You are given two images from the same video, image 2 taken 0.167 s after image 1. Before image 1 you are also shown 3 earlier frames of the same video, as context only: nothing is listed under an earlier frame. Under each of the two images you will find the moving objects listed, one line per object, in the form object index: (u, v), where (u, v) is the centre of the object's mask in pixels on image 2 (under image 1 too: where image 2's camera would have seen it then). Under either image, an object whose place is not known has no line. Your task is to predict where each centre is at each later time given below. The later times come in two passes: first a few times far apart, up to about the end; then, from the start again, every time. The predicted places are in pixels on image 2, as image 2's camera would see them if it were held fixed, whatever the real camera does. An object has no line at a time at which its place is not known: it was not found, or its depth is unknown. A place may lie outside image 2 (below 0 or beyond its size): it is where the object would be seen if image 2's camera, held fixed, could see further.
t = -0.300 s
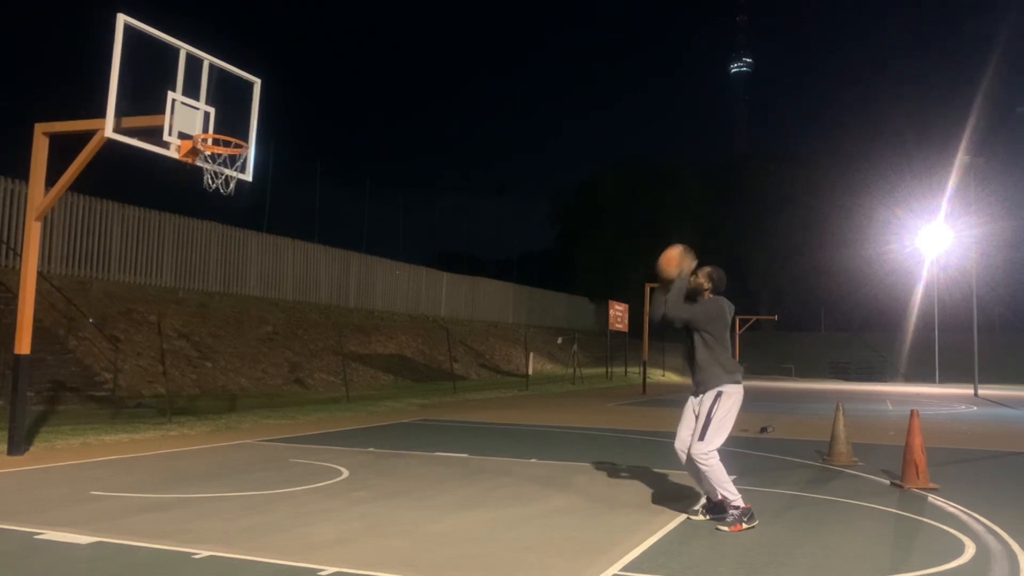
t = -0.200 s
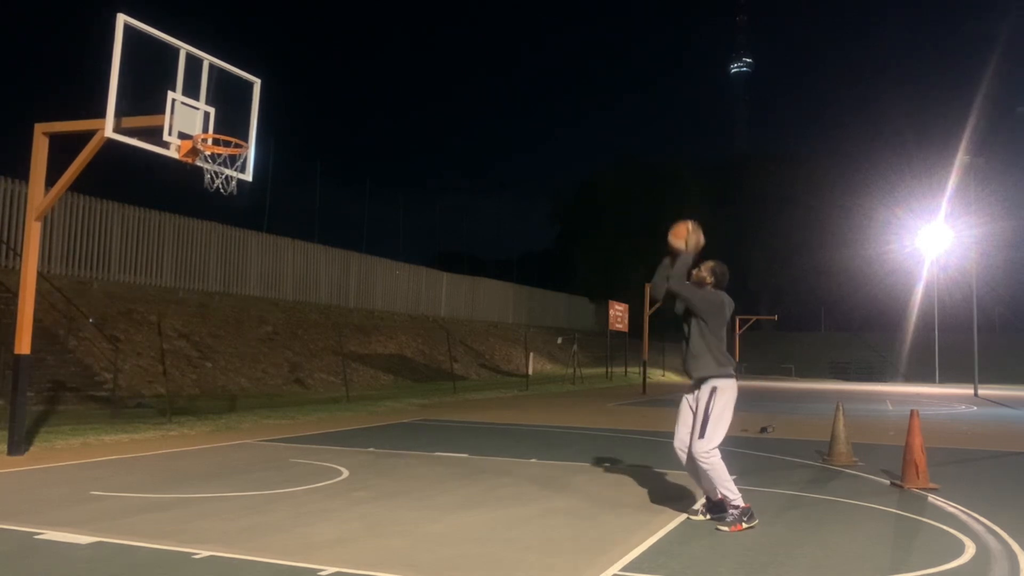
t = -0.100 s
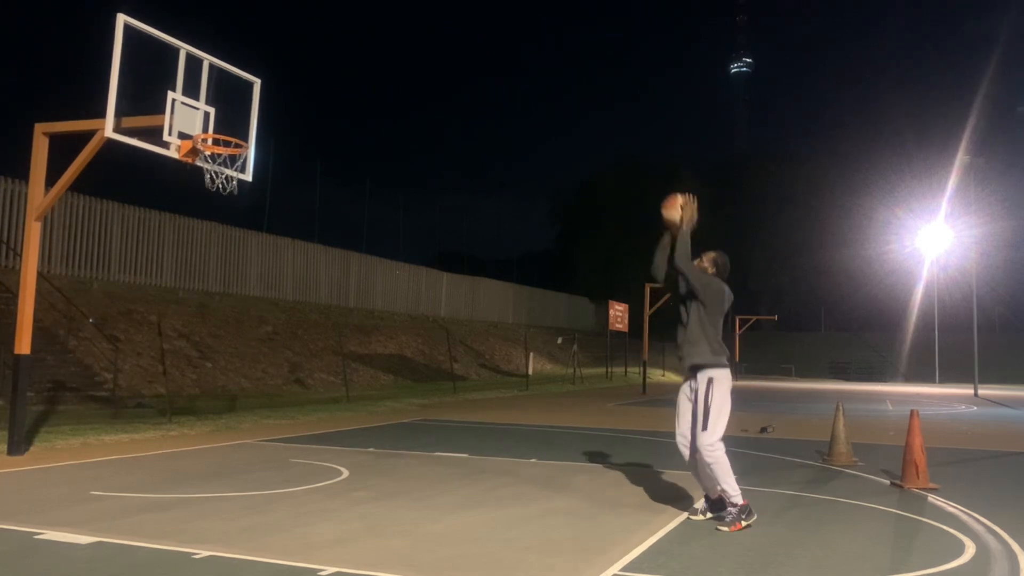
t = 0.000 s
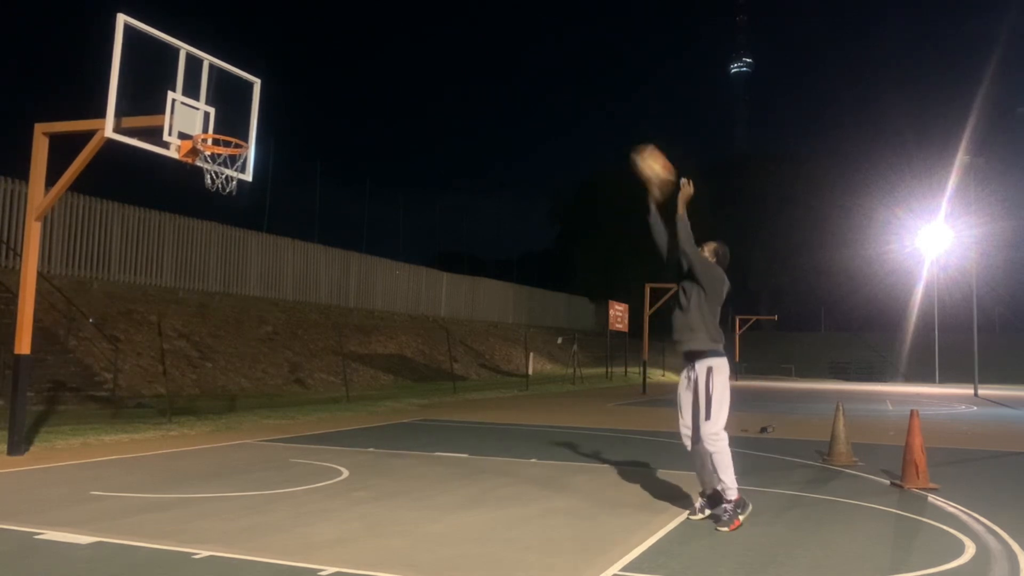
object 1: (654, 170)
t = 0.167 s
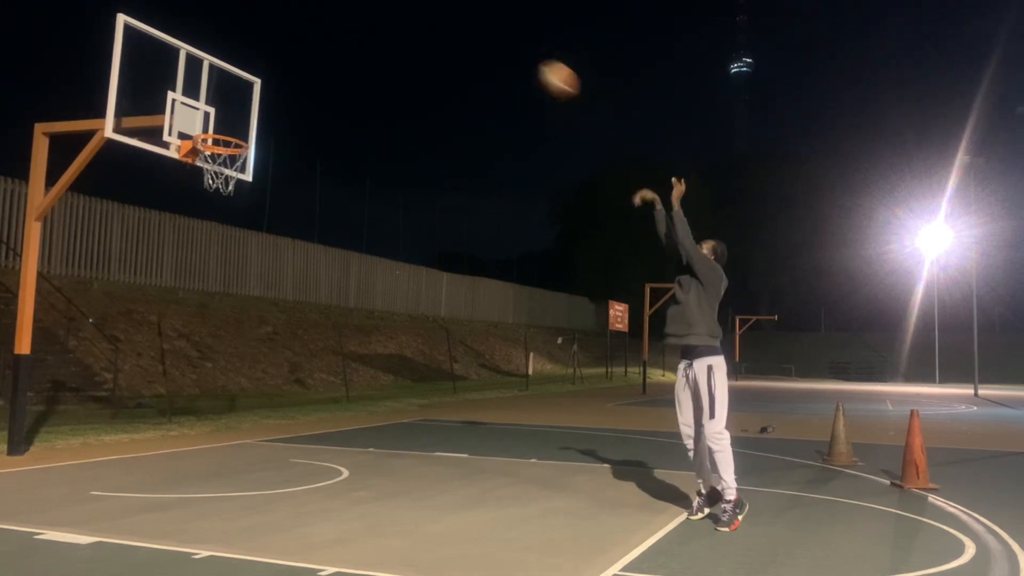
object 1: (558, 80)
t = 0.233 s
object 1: (524, 57)
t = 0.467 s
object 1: (411, 23)
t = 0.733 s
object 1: (298, 61)
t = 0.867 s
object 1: (244, 106)
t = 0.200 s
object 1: (541, 67)
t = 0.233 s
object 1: (524, 57)
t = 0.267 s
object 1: (506, 48)
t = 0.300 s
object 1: (490, 40)
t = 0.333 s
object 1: (474, 34)
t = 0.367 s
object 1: (457, 29)
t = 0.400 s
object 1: (442, 26)
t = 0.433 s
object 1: (427, 24)
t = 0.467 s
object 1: (411, 23)
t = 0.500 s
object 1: (396, 24)
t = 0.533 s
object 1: (382, 25)
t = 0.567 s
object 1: (367, 28)
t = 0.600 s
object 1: (353, 33)
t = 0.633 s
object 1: (339, 38)
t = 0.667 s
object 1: (325, 44)
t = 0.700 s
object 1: (311, 52)
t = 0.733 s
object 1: (298, 61)
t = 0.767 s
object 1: (285, 71)
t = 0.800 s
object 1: (274, 81)
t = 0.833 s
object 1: (260, 92)
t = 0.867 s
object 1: (244, 106)
